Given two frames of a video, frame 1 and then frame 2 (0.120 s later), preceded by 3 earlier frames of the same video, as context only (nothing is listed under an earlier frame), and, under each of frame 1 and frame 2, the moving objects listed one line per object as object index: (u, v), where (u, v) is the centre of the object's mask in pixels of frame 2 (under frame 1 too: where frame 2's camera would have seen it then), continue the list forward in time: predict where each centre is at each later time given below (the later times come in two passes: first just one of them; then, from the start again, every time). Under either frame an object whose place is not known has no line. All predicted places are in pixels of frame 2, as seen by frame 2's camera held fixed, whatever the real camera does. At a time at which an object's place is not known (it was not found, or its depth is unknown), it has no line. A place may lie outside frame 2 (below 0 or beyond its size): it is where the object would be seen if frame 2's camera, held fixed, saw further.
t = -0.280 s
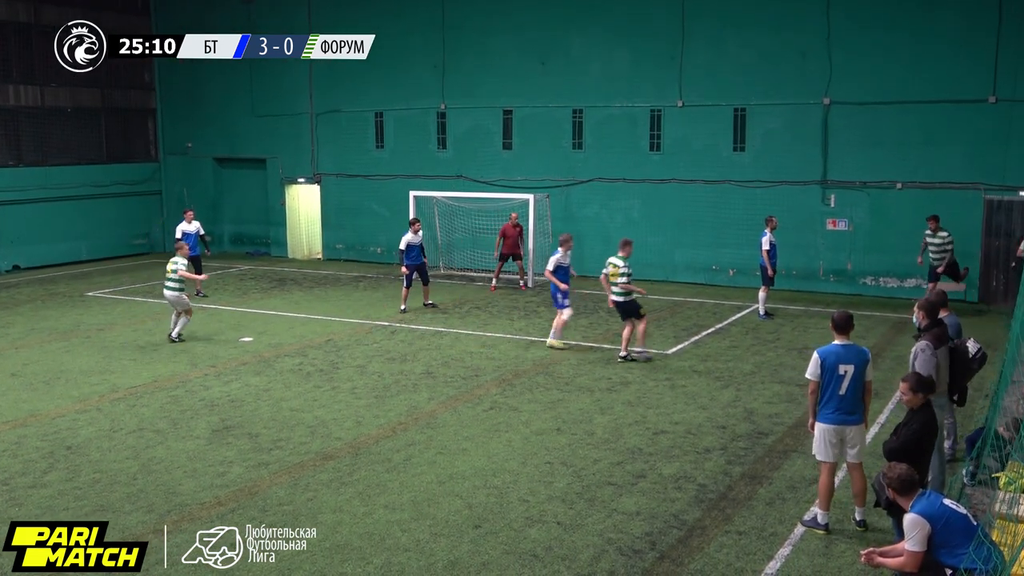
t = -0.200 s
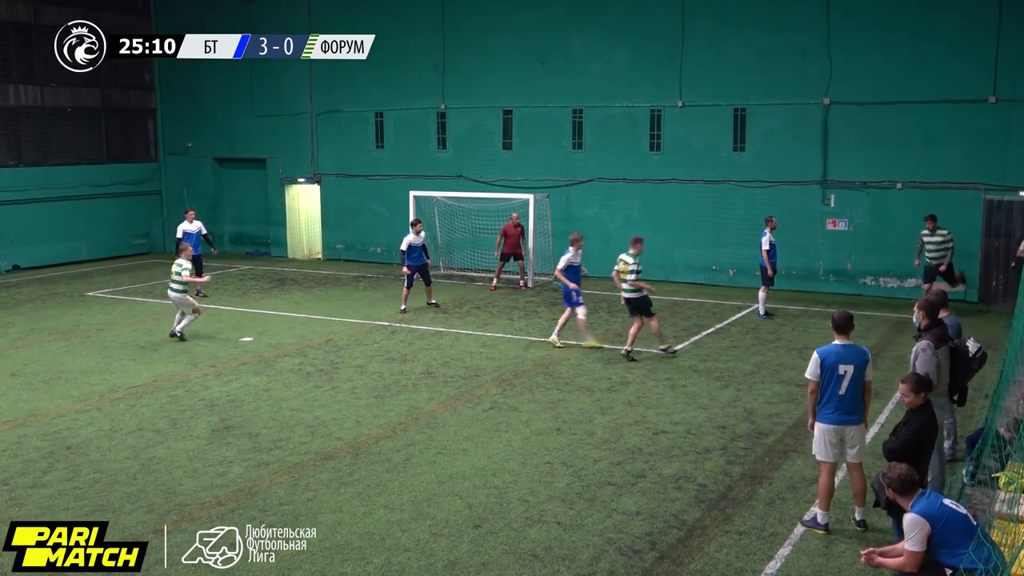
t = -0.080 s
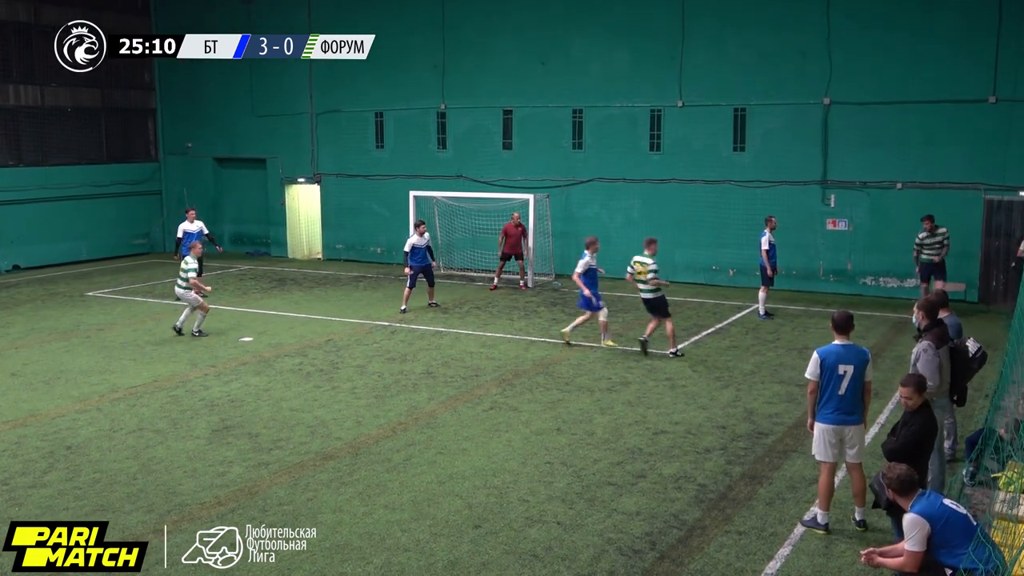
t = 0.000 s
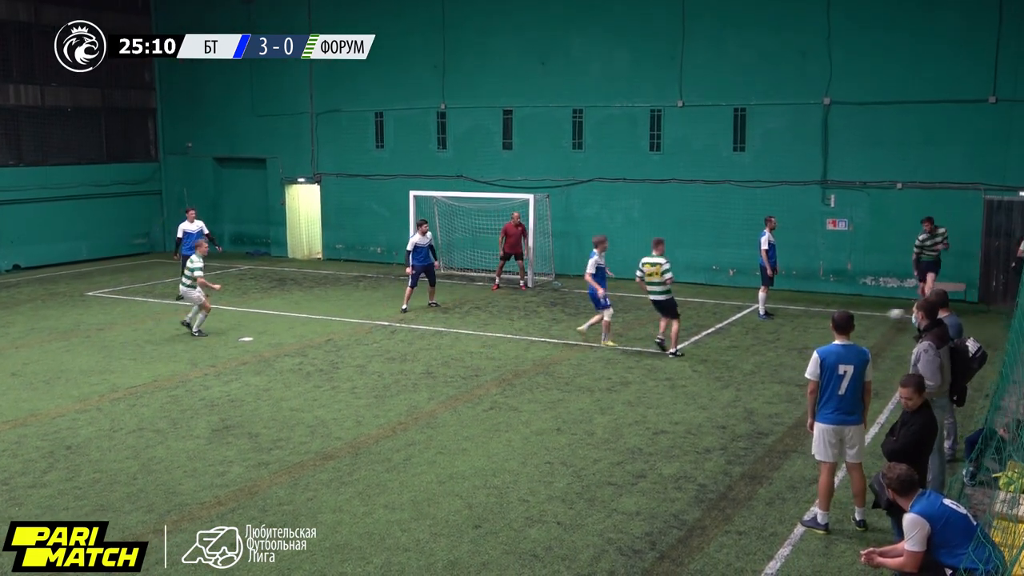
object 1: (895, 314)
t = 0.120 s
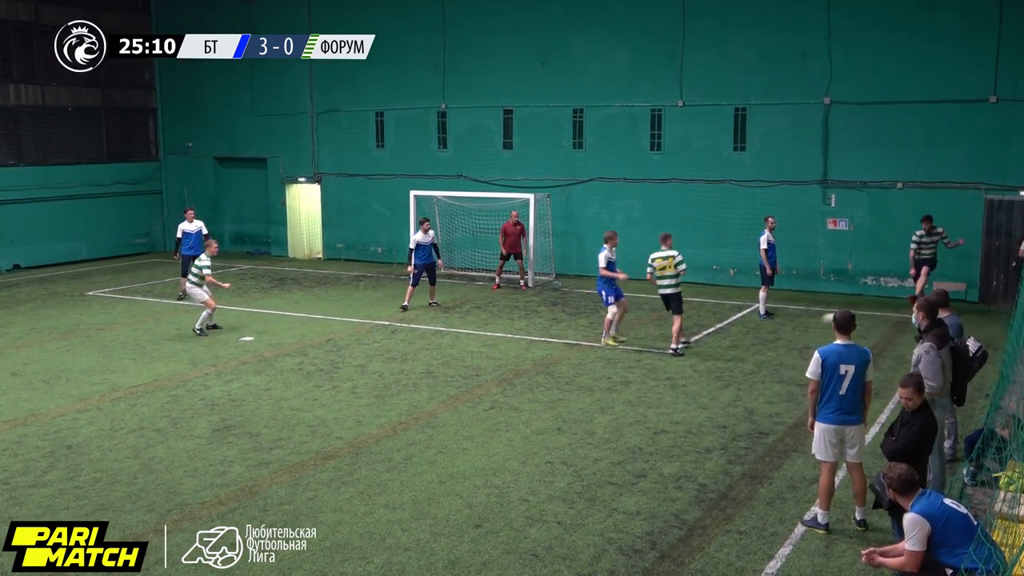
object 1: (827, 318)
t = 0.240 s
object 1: (757, 332)
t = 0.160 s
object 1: (807, 321)
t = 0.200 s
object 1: (782, 326)
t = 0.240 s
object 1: (757, 332)
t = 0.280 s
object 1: (729, 340)
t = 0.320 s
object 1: (700, 348)
